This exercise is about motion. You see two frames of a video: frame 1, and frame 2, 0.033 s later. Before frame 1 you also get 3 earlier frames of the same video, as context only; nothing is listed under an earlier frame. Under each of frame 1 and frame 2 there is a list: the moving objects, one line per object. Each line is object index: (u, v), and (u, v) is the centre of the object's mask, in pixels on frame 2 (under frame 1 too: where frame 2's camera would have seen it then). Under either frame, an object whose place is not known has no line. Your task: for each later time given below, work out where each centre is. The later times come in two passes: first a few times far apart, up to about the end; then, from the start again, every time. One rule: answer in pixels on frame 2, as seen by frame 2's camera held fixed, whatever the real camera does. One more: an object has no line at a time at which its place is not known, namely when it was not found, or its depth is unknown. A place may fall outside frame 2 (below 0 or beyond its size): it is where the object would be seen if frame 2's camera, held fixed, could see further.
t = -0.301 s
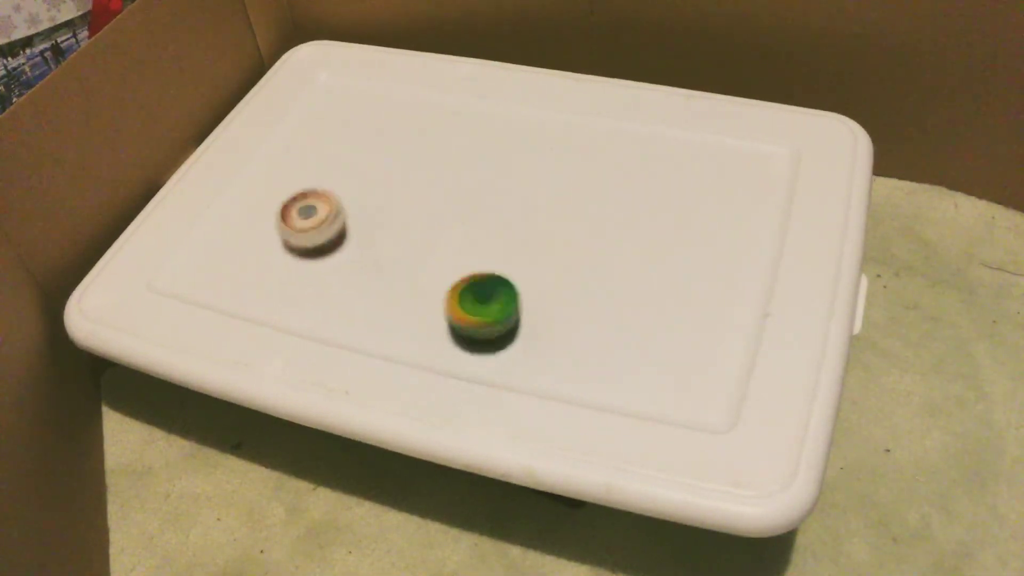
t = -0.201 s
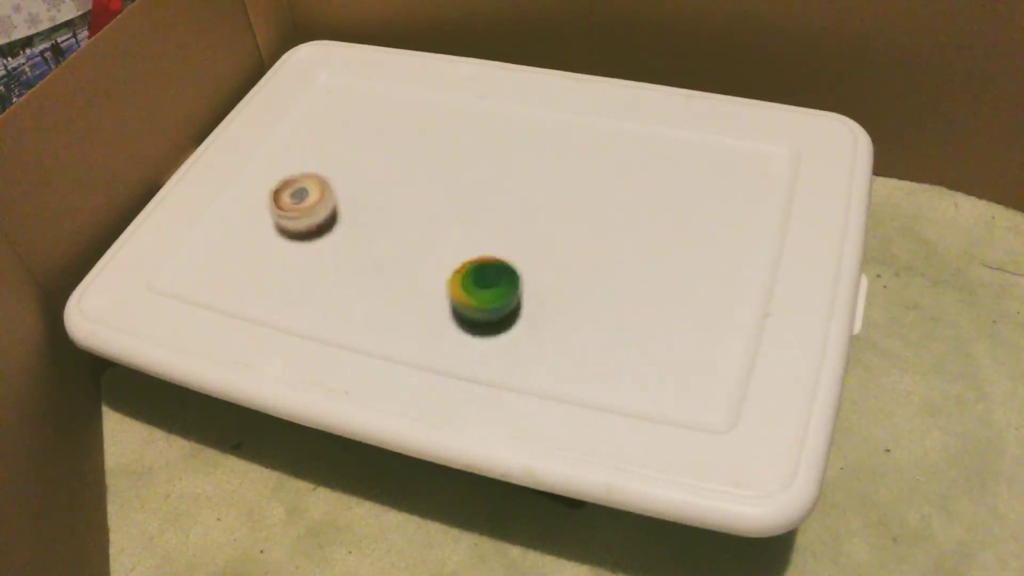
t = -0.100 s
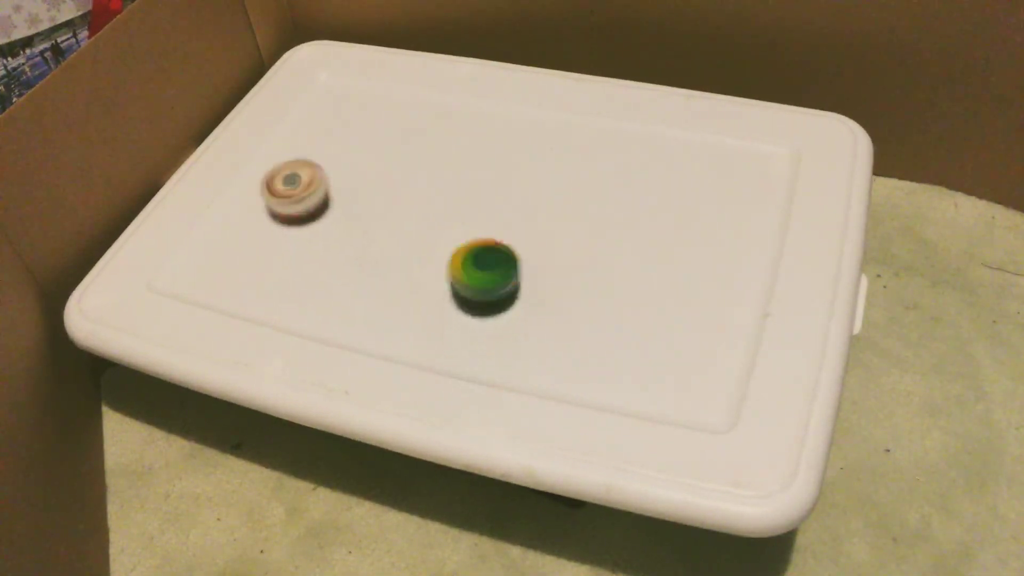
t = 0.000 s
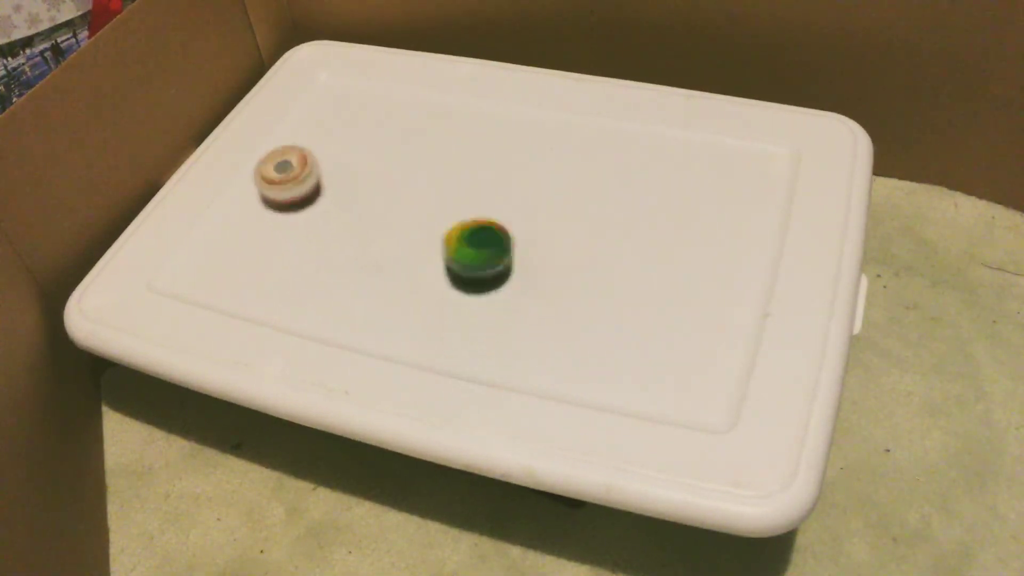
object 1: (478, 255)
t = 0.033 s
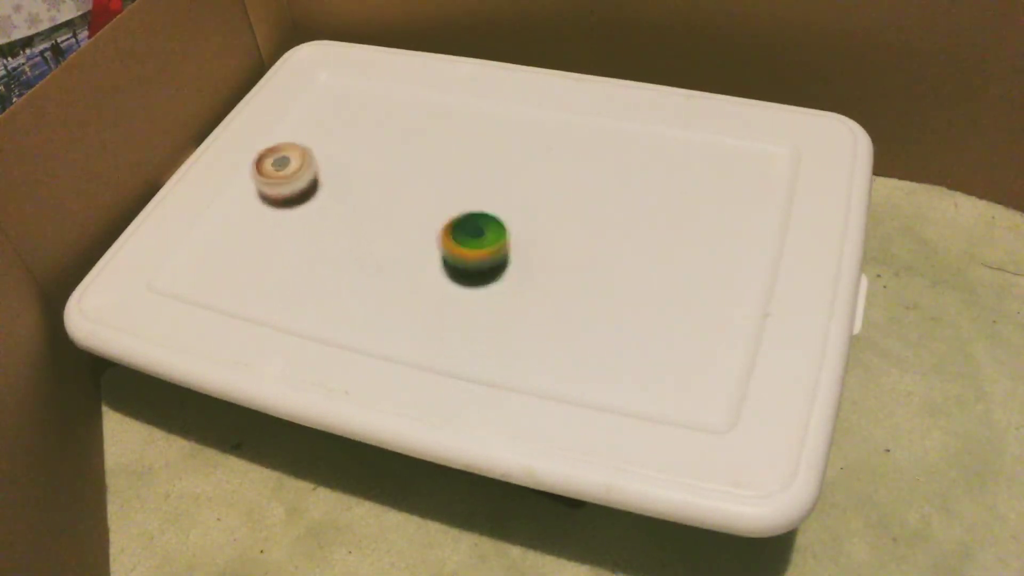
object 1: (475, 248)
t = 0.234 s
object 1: (442, 214)
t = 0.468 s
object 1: (393, 191)
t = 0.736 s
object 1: (347, 188)
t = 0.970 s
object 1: (319, 194)
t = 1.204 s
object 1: (297, 204)
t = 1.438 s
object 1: (279, 218)
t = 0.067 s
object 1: (470, 241)
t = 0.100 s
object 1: (465, 234)
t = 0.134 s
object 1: (460, 229)
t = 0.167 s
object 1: (455, 223)
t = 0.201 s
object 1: (449, 218)
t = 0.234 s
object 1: (442, 214)
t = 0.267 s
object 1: (435, 209)
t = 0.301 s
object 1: (428, 206)
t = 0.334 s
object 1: (421, 202)
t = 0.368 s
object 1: (414, 199)
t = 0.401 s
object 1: (407, 196)
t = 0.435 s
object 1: (399, 194)
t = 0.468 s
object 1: (393, 191)
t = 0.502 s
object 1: (385, 190)
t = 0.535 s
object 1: (378, 189)
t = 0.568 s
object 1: (371, 188)
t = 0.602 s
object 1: (366, 187)
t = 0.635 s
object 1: (360, 187)
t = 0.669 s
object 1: (355, 187)
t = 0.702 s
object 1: (351, 188)
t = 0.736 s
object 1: (347, 188)
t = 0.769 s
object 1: (342, 188)
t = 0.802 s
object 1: (338, 189)
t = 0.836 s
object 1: (334, 189)
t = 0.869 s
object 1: (329, 186)
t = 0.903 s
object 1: (326, 191)
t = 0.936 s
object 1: (323, 192)
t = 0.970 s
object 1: (319, 194)
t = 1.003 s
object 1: (316, 195)
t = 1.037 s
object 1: (313, 195)
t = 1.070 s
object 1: (309, 197)
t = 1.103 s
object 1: (306, 198)
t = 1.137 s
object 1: (303, 200)
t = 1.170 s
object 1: (300, 202)
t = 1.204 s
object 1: (297, 204)
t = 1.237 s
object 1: (294, 206)
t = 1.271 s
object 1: (291, 207)
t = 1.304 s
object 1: (289, 209)
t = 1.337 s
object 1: (286, 211)
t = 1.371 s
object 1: (284, 213)
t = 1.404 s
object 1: (281, 215)
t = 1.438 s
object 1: (279, 218)
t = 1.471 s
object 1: (276, 219)
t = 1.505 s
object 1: (274, 221)
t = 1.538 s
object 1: (271, 223)
